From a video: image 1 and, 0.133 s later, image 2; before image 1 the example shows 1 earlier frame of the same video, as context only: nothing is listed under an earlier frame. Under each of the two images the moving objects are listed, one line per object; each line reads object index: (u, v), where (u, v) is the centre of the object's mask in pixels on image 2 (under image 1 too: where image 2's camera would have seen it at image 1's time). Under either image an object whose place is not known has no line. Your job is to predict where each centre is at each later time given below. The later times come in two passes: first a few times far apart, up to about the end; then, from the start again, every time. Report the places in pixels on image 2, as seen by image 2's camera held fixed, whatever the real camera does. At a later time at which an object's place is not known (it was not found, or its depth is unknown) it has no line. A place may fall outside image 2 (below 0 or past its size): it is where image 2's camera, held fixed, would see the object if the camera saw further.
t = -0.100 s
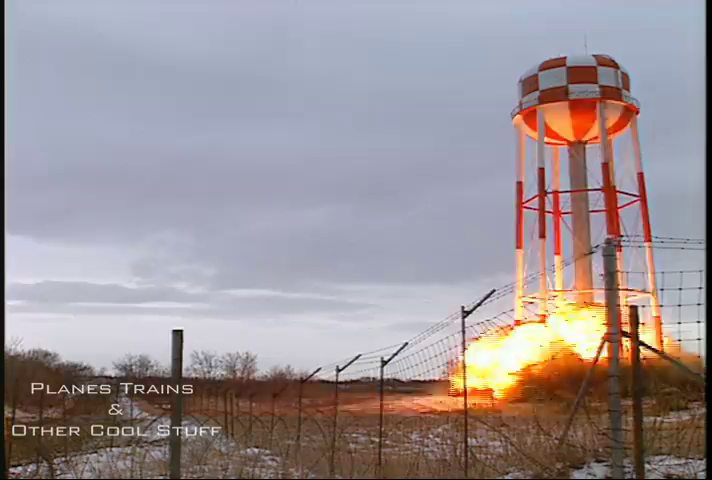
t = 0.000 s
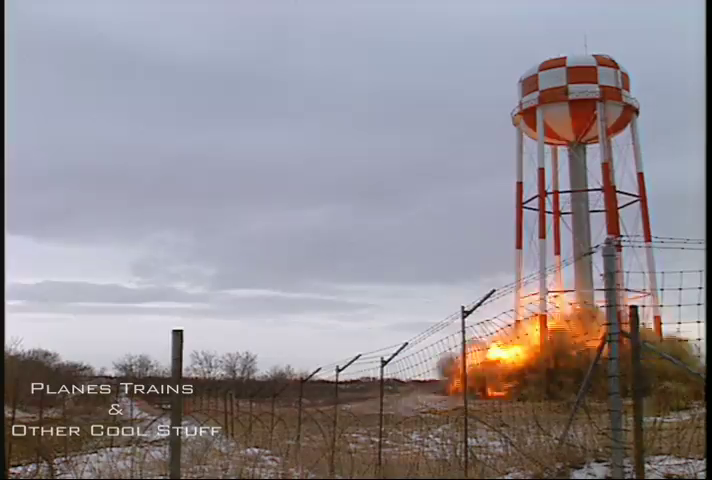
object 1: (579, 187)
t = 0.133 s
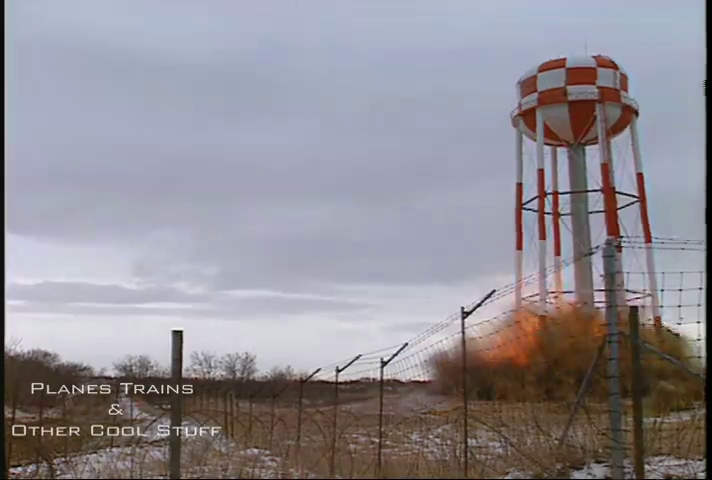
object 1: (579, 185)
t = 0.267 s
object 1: (580, 181)
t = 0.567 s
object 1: (579, 182)
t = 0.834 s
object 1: (577, 182)
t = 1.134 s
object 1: (569, 178)
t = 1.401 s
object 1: (564, 173)
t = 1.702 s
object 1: (560, 176)
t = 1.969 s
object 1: (555, 178)
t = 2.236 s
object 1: (551, 179)
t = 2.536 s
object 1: (549, 180)
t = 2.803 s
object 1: (548, 183)
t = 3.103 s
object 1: (543, 184)
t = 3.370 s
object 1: (541, 185)
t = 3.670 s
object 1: (540, 185)
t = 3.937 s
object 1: (538, 186)
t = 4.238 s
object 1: (536, 186)
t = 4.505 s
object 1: (532, 196)
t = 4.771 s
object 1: (530, 201)
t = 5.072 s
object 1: (530, 205)
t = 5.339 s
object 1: (527, 206)
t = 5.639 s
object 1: (526, 211)
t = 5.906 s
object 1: (524, 211)
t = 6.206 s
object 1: (524, 217)
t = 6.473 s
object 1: (522, 220)
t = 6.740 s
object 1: (522, 218)
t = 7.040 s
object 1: (514, 222)
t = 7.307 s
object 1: (514, 229)
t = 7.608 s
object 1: (509, 233)
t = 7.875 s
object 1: (507, 241)
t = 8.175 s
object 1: (501, 244)
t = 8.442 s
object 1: (496, 250)
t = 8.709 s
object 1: (490, 258)
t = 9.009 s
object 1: (480, 265)
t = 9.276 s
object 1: (473, 274)
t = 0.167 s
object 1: (580, 182)
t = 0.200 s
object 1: (581, 182)
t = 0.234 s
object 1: (580, 181)
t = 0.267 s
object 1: (580, 181)
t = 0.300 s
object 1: (580, 181)
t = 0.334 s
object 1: (580, 180)
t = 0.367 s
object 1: (580, 180)
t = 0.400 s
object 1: (580, 181)
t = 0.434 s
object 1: (580, 180)
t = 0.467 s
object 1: (580, 180)
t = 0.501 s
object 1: (579, 181)
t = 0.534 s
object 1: (579, 182)
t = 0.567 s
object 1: (579, 182)
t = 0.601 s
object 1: (579, 182)
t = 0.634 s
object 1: (578, 182)
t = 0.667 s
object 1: (578, 182)
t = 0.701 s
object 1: (578, 182)
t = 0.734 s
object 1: (577, 182)
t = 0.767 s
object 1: (577, 181)
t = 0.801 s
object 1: (577, 181)
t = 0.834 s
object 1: (577, 182)
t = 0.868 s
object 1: (576, 184)
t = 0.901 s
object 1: (576, 184)
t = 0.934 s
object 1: (575, 184)
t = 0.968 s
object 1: (572, 179)
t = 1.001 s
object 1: (571, 177)
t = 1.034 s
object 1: (571, 176)
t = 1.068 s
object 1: (570, 177)
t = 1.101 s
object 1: (569, 177)
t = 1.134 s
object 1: (569, 178)
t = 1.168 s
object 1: (568, 172)
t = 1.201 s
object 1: (568, 172)
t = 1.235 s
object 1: (567, 173)
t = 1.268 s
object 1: (566, 172)
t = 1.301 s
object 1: (566, 173)
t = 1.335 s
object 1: (565, 173)
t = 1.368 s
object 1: (565, 173)
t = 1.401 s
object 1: (564, 173)
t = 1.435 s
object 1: (563, 174)
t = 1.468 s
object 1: (563, 173)
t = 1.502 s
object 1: (563, 174)
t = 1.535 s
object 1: (562, 176)
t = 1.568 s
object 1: (563, 184)
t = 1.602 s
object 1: (561, 177)
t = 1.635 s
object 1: (561, 177)
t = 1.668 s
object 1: (560, 176)
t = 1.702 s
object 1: (560, 176)
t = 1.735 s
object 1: (559, 176)
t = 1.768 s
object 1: (558, 176)
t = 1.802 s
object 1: (558, 178)
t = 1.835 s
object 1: (558, 178)
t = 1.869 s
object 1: (557, 178)
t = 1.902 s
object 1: (556, 178)
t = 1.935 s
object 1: (556, 178)
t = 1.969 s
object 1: (555, 178)
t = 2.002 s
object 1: (555, 178)
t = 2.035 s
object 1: (554, 178)
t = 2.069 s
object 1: (554, 178)
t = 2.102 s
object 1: (553, 179)
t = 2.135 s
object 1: (553, 180)
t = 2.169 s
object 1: (552, 179)
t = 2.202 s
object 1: (552, 179)
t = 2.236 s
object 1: (551, 179)
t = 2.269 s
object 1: (551, 179)
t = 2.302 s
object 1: (552, 179)
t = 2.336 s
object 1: (551, 179)
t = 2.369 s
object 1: (551, 179)
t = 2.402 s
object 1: (551, 179)
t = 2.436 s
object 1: (550, 179)
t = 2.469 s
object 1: (550, 179)
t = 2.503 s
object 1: (549, 179)
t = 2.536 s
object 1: (549, 180)
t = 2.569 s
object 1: (549, 180)
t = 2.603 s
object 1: (549, 181)
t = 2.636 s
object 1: (549, 182)
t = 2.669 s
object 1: (549, 182)
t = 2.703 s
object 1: (548, 182)
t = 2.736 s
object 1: (548, 183)
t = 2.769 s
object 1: (548, 183)
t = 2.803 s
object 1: (548, 183)
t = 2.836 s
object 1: (547, 184)
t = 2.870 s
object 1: (547, 185)
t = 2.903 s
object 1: (548, 186)
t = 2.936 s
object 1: (547, 186)
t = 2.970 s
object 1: (546, 186)
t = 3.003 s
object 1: (546, 184)
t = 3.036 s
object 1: (546, 185)
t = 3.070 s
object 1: (543, 184)
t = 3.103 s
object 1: (543, 184)
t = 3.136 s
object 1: (543, 184)
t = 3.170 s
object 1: (543, 182)
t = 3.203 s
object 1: (543, 182)
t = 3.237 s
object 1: (542, 183)
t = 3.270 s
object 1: (542, 186)
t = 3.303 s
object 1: (542, 185)
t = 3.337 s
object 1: (541, 185)
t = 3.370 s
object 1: (541, 185)
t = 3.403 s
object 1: (542, 184)
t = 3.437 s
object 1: (541, 183)
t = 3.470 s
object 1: (541, 184)
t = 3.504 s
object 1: (540, 183)
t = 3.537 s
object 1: (540, 183)
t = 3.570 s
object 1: (540, 184)
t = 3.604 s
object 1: (540, 185)
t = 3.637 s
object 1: (540, 185)
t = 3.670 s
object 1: (540, 185)
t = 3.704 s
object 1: (540, 185)
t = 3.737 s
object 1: (539, 185)
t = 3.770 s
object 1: (539, 185)
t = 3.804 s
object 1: (539, 186)
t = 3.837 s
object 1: (538, 186)
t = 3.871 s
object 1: (538, 186)
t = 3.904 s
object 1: (539, 186)
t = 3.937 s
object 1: (538, 186)
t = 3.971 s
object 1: (538, 186)
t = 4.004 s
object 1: (538, 185)
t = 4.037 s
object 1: (538, 185)
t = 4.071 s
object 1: (537, 185)
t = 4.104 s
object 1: (537, 185)
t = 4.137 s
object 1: (537, 186)
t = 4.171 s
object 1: (537, 186)
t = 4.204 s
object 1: (537, 186)
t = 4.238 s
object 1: (536, 186)
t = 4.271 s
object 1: (536, 187)
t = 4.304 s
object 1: (536, 187)
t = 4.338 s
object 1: (535, 187)
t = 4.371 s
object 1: (535, 187)
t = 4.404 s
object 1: (535, 188)
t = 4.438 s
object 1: (533, 196)
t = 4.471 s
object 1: (532, 197)
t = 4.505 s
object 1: (532, 196)
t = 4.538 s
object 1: (532, 197)
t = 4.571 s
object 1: (531, 197)
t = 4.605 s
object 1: (531, 198)
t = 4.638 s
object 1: (529, 199)
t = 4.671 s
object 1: (529, 199)
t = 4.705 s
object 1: (529, 199)
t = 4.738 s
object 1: (530, 197)
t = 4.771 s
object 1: (530, 201)
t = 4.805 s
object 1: (530, 202)
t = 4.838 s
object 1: (531, 202)
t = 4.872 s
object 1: (531, 202)
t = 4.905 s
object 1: (531, 203)
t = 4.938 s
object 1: (530, 203)
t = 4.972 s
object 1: (530, 204)
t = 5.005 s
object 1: (530, 204)
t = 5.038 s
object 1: (529, 205)
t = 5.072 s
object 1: (530, 205)
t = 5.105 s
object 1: (530, 206)
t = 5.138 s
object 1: (529, 206)
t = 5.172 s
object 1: (529, 206)
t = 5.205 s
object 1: (528, 206)
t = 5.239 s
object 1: (528, 206)
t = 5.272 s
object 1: (528, 206)
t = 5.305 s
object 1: (527, 206)
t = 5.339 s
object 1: (527, 206)
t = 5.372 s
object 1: (527, 207)
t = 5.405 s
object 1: (527, 207)
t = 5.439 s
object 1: (527, 208)
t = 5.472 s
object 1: (526, 208)
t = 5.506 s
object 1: (526, 208)
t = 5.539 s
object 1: (526, 209)
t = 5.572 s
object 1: (526, 209)
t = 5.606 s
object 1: (526, 209)
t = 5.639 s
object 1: (526, 211)
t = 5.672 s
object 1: (526, 212)
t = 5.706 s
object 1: (526, 212)
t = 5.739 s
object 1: (525, 212)
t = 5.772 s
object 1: (525, 213)
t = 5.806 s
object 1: (525, 213)
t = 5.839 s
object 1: (524, 210)
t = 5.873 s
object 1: (524, 211)
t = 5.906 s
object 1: (524, 211)
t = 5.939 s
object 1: (524, 211)
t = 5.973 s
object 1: (525, 216)
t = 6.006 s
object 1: (524, 215)
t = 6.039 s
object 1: (524, 215)
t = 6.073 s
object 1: (524, 216)
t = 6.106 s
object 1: (523, 216)
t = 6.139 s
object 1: (523, 216)
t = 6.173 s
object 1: (524, 217)
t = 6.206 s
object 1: (524, 217)
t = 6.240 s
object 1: (524, 218)
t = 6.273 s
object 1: (524, 218)
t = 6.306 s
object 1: (523, 218)
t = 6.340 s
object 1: (523, 219)
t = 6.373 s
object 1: (523, 219)
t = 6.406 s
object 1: (523, 219)
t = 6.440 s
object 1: (523, 219)
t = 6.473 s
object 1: (522, 220)
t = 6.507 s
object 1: (522, 220)
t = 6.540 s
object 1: (522, 220)
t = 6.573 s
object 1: (522, 221)
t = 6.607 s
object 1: (522, 221)
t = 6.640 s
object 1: (522, 223)
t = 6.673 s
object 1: (521, 218)
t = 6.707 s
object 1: (521, 223)
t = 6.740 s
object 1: (522, 218)
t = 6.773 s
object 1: (521, 225)
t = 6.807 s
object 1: (517, 217)
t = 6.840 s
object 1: (518, 219)
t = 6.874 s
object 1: (516, 219)
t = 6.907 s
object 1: (516, 220)
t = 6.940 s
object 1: (515, 220)
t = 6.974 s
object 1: (514, 221)
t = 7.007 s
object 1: (515, 223)
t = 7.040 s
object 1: (514, 222)
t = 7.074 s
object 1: (513, 222)
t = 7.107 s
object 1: (514, 223)
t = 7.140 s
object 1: (517, 236)
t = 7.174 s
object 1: (517, 238)
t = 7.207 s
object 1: (517, 238)
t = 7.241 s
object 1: (517, 239)
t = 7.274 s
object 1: (517, 239)
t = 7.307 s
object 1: (514, 229)
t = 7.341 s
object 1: (513, 231)
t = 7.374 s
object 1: (513, 231)
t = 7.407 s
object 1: (513, 231)
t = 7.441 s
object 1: (512, 231)
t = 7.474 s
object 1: (512, 232)
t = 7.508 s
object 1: (511, 231)
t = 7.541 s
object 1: (510, 232)
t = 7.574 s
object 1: (510, 232)
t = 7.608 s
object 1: (509, 233)
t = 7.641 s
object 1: (508, 233)
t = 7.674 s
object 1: (506, 233)
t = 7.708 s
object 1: (506, 234)
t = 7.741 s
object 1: (508, 238)
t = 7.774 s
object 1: (508, 238)
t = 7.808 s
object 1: (507, 239)
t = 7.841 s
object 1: (507, 240)
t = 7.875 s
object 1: (507, 241)
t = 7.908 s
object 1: (506, 241)
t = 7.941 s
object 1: (506, 241)
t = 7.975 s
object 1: (505, 242)
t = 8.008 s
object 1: (504, 241)
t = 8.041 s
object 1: (503, 242)
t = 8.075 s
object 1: (503, 242)
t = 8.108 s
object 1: (503, 243)
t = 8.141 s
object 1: (502, 243)
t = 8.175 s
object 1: (501, 244)
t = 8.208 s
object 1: (501, 245)
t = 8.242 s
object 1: (500, 246)
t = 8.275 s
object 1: (500, 247)
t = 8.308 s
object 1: (499, 247)
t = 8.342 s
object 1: (498, 248)
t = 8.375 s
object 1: (497, 248)
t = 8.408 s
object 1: (497, 249)
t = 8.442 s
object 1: (496, 250)
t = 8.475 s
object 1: (496, 251)
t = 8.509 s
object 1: (495, 252)
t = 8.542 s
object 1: (495, 253)
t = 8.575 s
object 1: (494, 252)
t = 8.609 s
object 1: (492, 254)
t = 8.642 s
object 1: (492, 255)
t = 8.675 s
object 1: (491, 257)
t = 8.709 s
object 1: (490, 258)
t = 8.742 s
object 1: (489, 258)
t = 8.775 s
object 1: (488, 258)
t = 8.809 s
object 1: (488, 260)
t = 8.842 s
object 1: (487, 260)
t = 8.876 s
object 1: (485, 261)
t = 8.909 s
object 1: (484, 262)
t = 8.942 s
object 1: (483, 262)
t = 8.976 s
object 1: (481, 263)
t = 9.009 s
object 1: (480, 265)
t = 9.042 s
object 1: (480, 266)
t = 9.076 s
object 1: (479, 267)
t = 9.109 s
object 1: (478, 268)
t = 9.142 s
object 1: (477, 269)
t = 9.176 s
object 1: (476, 270)
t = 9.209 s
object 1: (472, 270)
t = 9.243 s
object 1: (471, 271)
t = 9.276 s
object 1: (473, 274)
